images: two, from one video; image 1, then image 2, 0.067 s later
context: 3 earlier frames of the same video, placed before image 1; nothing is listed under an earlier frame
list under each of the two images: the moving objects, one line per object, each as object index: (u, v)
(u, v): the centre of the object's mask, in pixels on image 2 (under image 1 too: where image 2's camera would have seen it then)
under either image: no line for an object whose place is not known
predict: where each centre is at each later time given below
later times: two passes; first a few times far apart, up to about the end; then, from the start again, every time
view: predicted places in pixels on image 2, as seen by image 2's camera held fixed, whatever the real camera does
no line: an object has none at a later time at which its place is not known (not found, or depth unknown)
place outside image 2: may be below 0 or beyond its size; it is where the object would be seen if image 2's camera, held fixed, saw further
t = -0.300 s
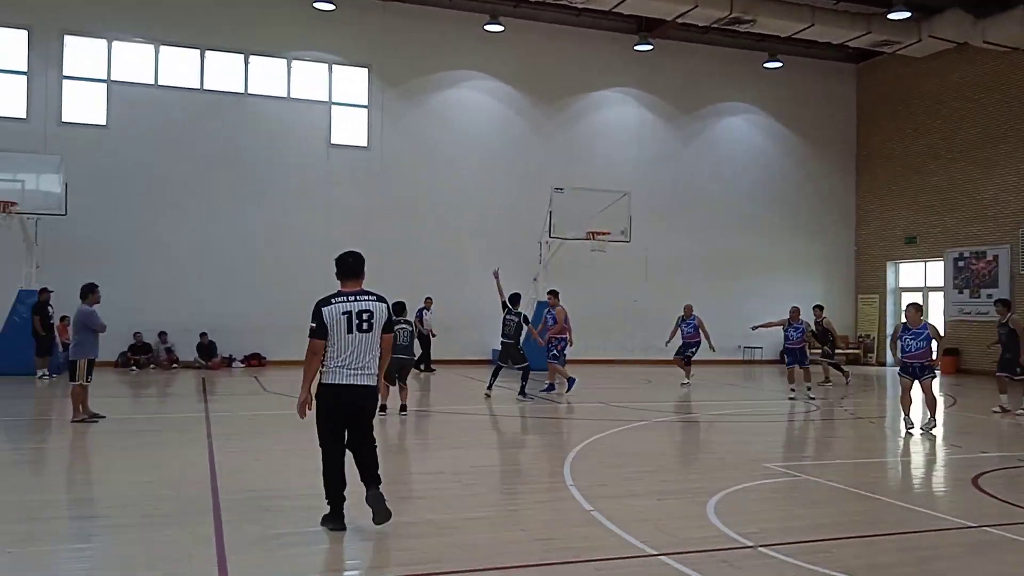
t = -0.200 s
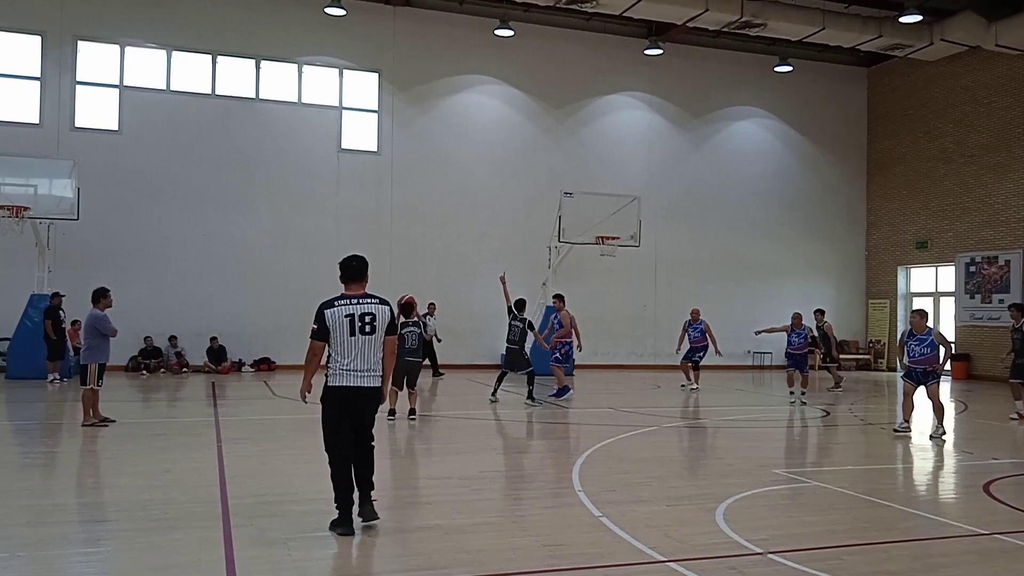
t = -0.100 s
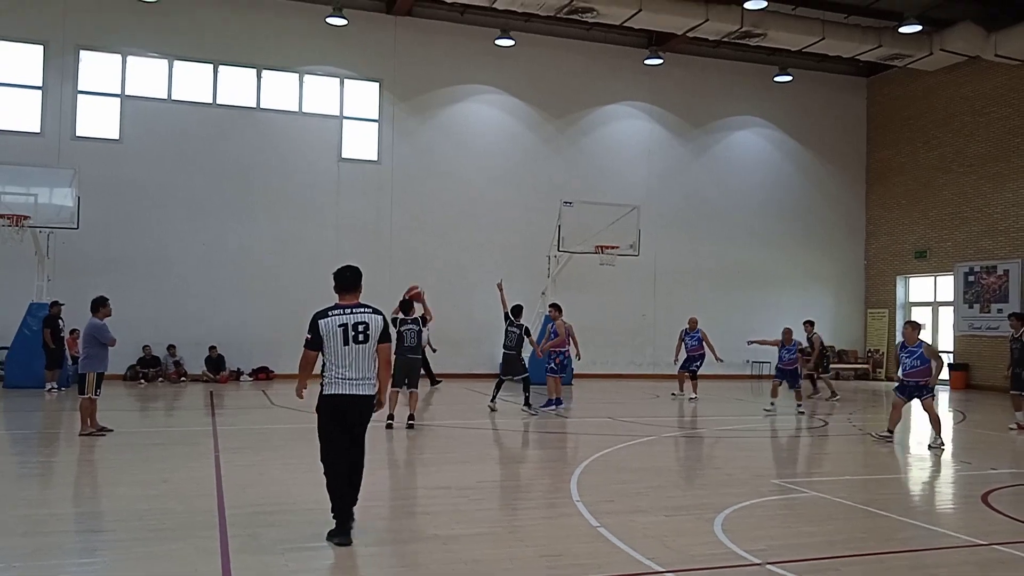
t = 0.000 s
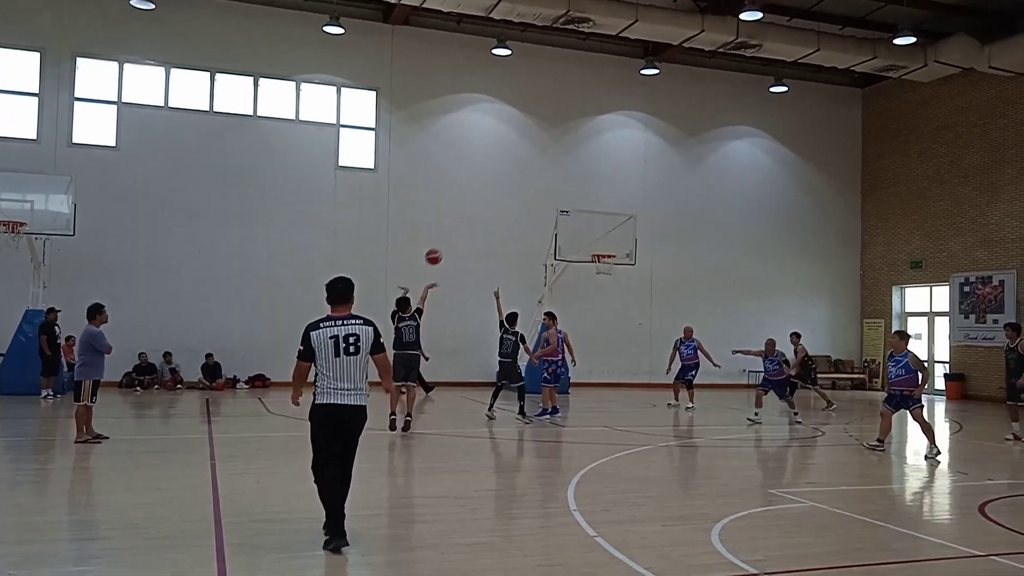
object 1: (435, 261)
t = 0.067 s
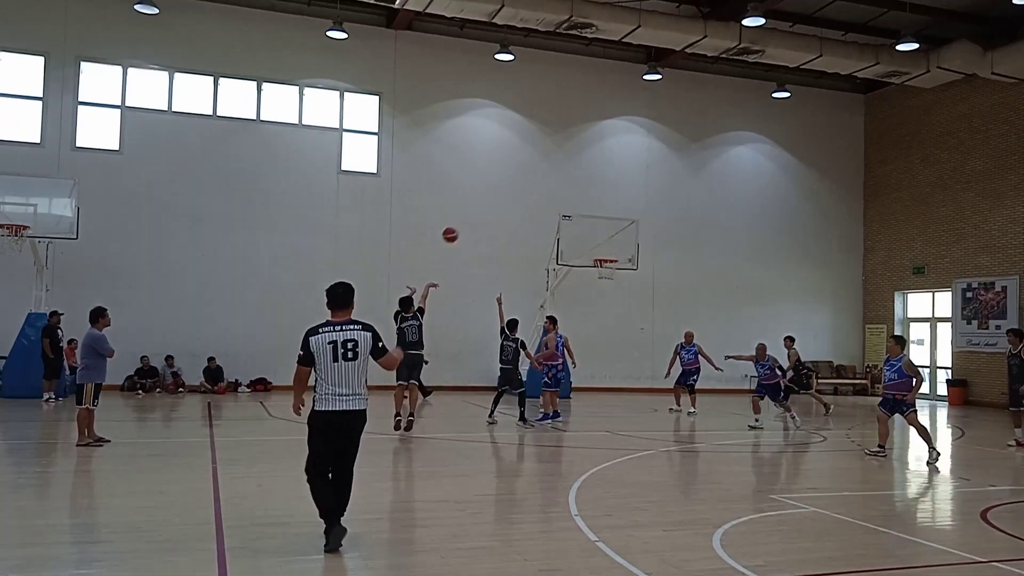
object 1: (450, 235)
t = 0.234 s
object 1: (483, 185)
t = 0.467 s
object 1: (523, 153)
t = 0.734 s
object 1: (560, 156)
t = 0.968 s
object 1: (587, 187)
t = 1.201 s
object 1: (610, 240)
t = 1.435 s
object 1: (613, 238)
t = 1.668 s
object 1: (624, 232)
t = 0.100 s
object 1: (457, 223)
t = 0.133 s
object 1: (464, 212)
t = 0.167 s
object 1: (471, 203)
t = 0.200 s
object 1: (477, 194)
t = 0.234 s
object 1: (483, 185)
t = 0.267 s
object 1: (489, 179)
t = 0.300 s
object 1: (495, 173)
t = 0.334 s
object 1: (501, 168)
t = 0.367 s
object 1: (507, 163)
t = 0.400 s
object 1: (512, 159)
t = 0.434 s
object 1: (518, 156)
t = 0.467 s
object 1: (523, 153)
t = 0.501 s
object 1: (528, 151)
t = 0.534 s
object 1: (533, 150)
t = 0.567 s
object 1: (538, 150)
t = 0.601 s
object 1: (542, 150)
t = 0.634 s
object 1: (547, 150)
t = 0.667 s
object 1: (551, 151)
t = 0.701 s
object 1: (555, 153)
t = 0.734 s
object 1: (560, 156)
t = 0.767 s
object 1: (564, 159)
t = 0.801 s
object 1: (568, 162)
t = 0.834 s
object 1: (572, 166)
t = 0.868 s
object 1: (576, 170)
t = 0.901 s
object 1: (579, 175)
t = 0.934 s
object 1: (583, 181)
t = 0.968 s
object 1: (587, 187)
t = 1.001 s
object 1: (590, 193)
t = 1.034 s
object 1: (594, 200)
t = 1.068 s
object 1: (597, 207)
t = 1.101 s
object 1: (601, 215)
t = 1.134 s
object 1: (604, 223)
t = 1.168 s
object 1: (607, 231)
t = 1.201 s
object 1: (610, 240)
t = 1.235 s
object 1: (613, 249)
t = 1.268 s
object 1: (616, 256)
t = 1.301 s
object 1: (615, 251)
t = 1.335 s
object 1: (615, 247)
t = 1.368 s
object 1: (614, 243)
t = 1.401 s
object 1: (614, 240)
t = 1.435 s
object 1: (613, 238)
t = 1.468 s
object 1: (614, 236)
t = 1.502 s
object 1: (616, 234)
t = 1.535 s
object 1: (617, 232)
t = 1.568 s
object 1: (619, 232)
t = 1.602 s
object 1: (621, 231)
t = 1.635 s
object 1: (622, 231)
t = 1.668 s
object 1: (624, 232)
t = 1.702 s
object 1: (625, 232)
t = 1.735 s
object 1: (626, 234)
